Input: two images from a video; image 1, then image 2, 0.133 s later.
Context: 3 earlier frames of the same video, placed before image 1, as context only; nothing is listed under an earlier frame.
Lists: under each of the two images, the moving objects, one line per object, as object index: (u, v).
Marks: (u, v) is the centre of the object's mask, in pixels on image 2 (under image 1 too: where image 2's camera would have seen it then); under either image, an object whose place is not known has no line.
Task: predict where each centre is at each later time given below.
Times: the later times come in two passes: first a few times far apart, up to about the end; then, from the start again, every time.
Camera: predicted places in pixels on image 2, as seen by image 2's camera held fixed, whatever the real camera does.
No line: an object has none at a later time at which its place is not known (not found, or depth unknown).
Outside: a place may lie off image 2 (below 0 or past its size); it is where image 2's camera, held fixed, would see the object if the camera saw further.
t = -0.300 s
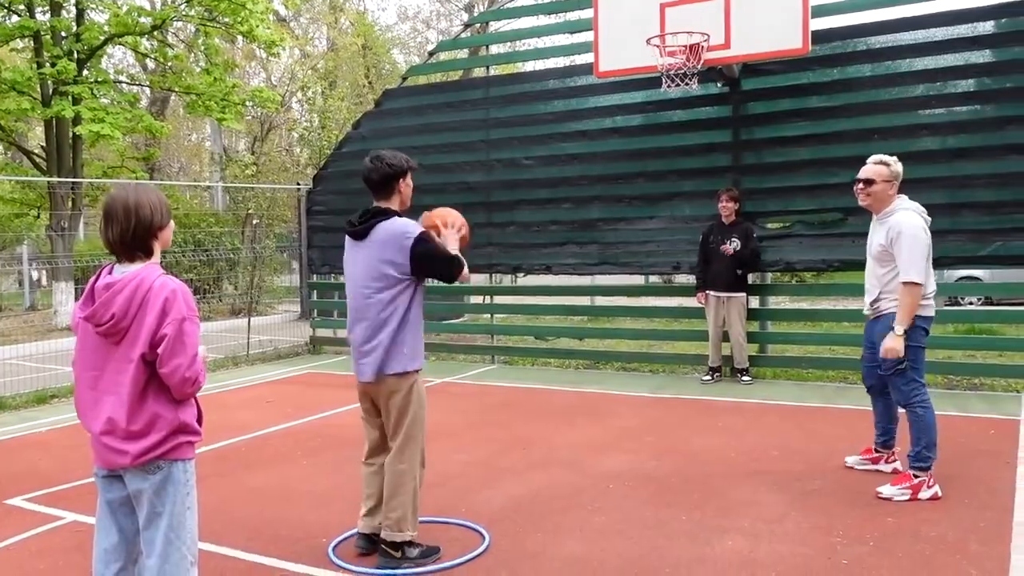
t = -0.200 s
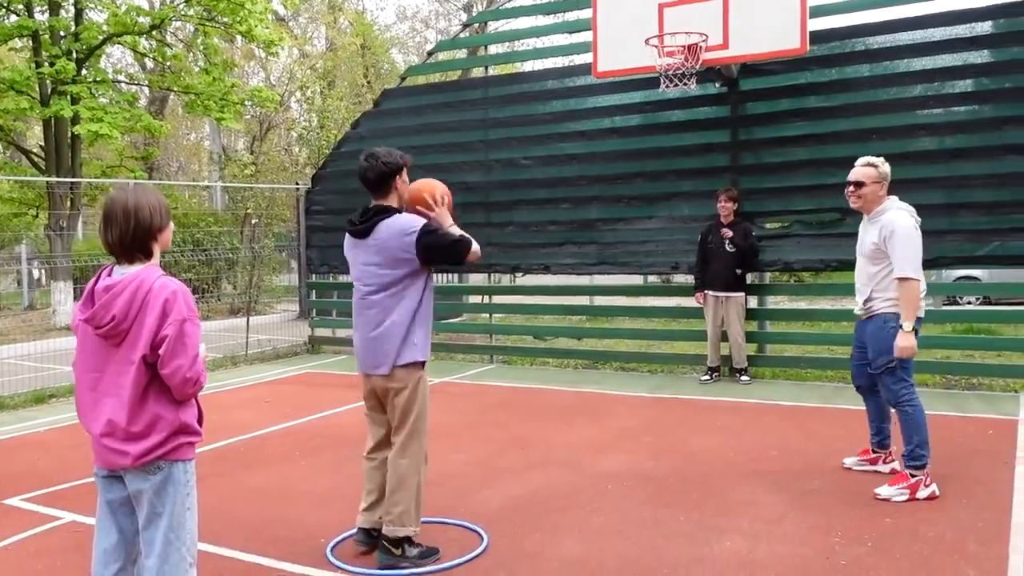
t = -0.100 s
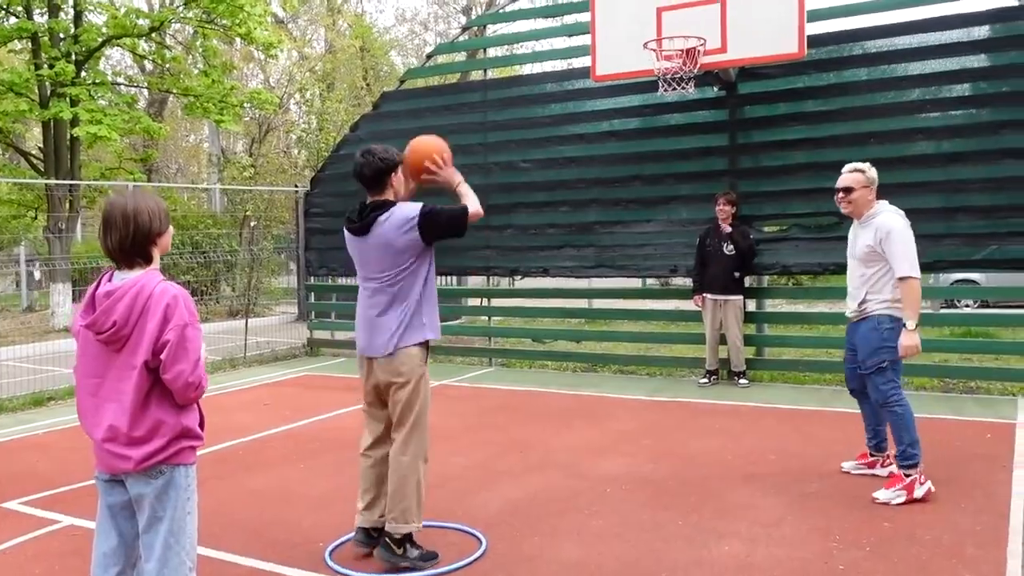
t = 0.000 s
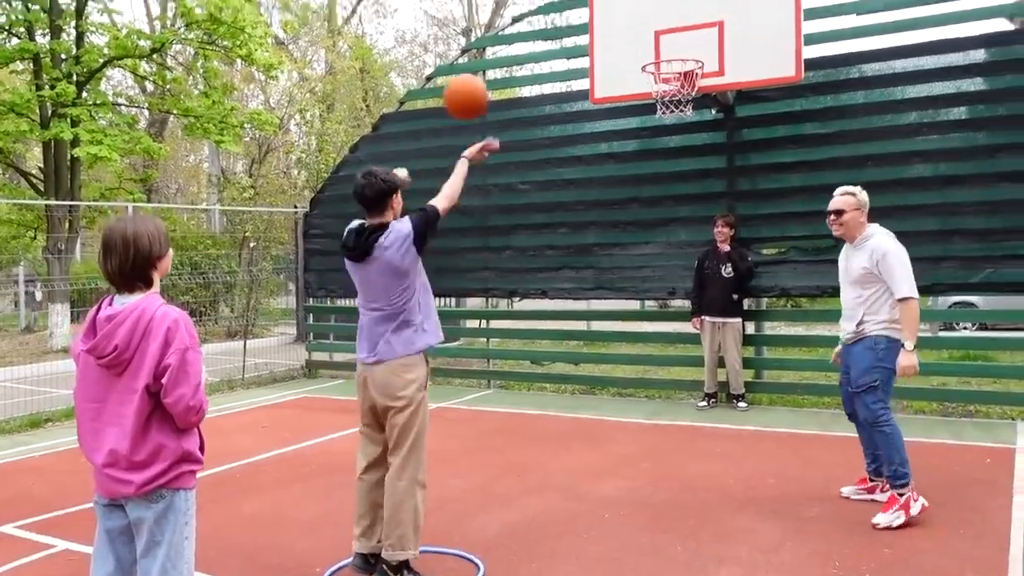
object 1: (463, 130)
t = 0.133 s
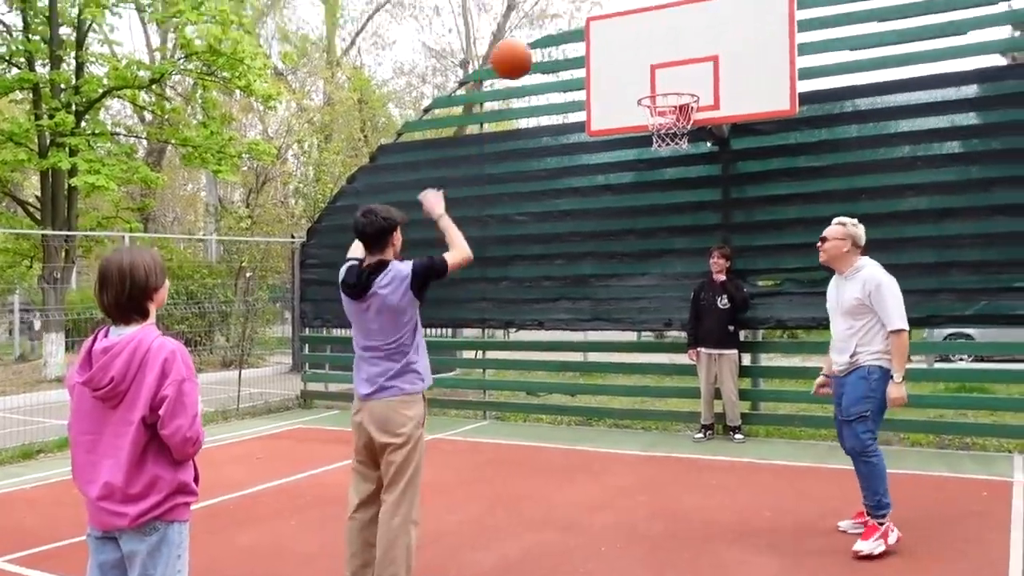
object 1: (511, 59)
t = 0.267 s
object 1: (551, 29)
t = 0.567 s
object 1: (624, 62)
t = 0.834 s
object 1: (580, 143)
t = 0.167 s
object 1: (522, 49)
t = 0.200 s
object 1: (533, 41)
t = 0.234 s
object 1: (542, 34)
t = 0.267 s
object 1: (551, 29)
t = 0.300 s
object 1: (561, 27)
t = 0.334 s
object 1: (570, 26)
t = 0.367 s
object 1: (579, 27)
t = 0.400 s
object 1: (588, 29)
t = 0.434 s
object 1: (595, 33)
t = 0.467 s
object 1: (603, 38)
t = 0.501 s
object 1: (610, 45)
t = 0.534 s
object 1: (617, 53)
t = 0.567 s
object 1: (624, 62)
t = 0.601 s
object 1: (630, 72)
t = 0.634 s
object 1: (636, 83)
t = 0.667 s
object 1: (641, 94)
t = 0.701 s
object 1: (630, 101)
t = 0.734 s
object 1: (617, 109)
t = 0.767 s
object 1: (605, 120)
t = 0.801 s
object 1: (592, 131)
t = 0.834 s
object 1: (580, 143)
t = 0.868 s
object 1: (567, 158)
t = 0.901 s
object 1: (553, 175)
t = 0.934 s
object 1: (540, 192)
